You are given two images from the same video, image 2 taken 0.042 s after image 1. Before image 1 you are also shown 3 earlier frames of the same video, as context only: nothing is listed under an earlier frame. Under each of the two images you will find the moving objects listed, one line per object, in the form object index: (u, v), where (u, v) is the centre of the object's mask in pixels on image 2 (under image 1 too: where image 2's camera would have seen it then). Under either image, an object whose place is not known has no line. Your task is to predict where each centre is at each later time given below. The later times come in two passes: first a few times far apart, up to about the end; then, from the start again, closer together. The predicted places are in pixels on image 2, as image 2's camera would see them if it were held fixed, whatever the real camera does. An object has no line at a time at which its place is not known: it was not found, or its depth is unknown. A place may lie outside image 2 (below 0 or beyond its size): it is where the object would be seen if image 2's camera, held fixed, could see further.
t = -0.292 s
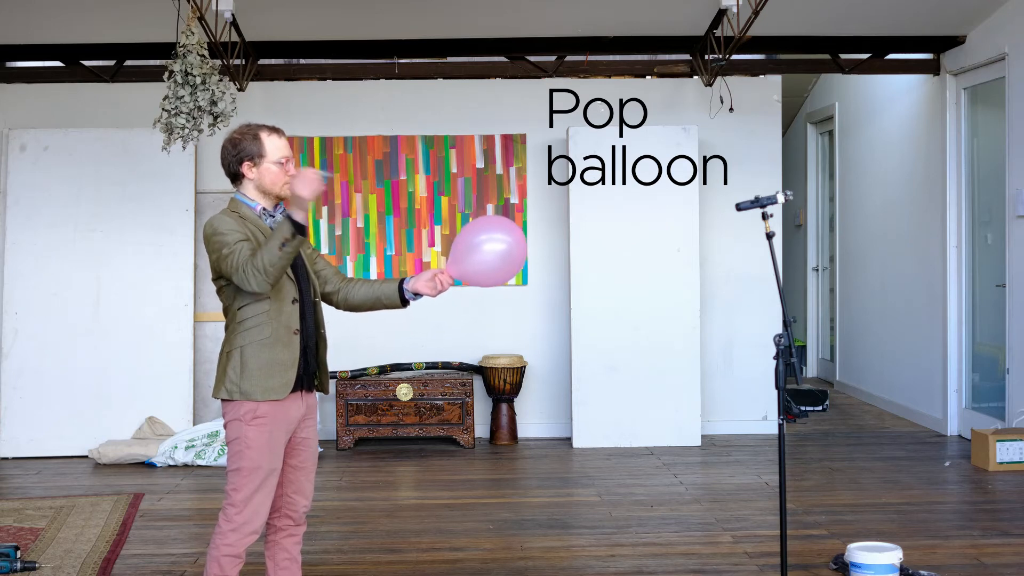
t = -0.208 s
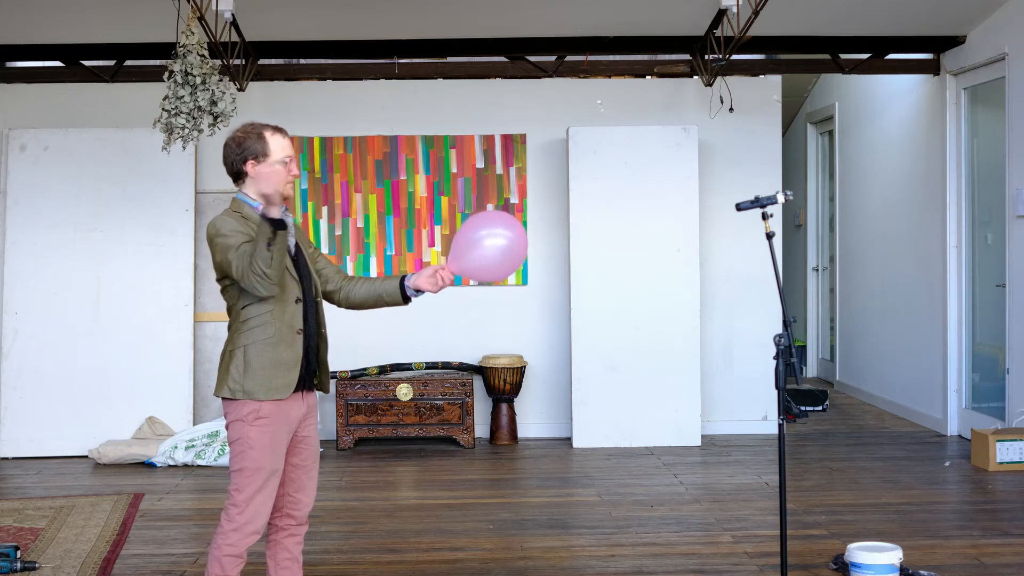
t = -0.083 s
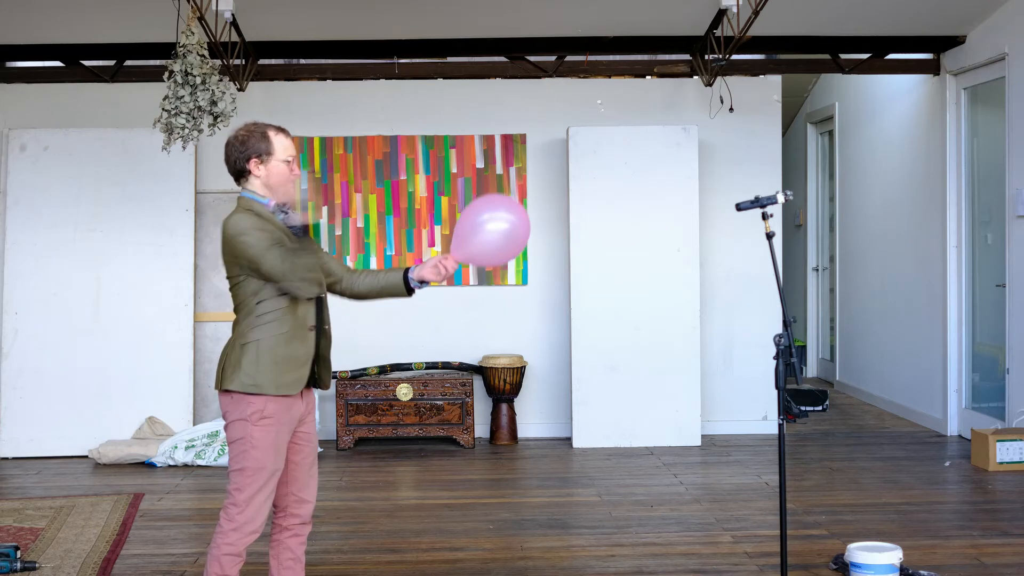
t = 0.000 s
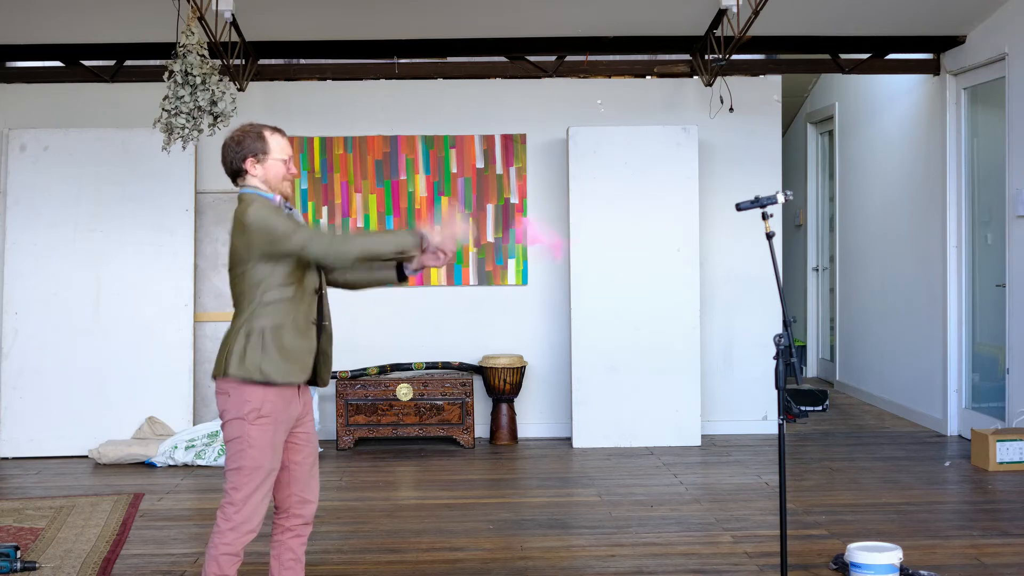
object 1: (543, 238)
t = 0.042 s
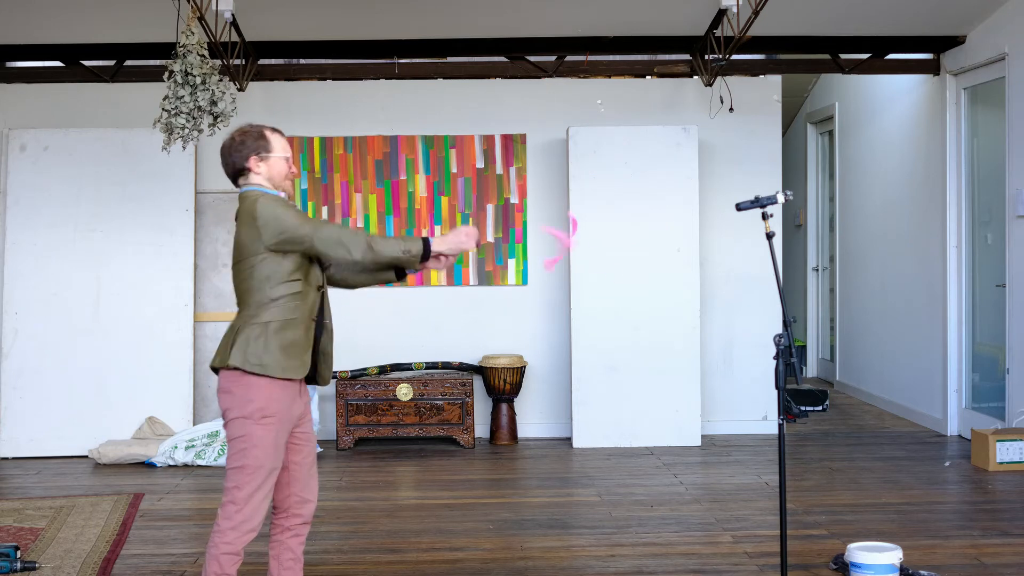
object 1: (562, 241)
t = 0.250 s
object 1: (639, 326)
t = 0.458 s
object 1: (668, 439)
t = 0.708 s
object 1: (673, 570)
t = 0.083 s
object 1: (593, 259)
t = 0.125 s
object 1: (609, 272)
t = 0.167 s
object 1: (621, 288)
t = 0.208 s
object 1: (631, 303)
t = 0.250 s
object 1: (639, 326)
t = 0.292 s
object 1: (648, 350)
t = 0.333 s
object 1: (657, 372)
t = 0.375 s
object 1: (659, 396)
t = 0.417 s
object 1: (663, 416)
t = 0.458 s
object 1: (668, 439)
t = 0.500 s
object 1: (672, 463)
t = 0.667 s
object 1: (683, 563)
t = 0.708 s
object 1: (673, 570)
